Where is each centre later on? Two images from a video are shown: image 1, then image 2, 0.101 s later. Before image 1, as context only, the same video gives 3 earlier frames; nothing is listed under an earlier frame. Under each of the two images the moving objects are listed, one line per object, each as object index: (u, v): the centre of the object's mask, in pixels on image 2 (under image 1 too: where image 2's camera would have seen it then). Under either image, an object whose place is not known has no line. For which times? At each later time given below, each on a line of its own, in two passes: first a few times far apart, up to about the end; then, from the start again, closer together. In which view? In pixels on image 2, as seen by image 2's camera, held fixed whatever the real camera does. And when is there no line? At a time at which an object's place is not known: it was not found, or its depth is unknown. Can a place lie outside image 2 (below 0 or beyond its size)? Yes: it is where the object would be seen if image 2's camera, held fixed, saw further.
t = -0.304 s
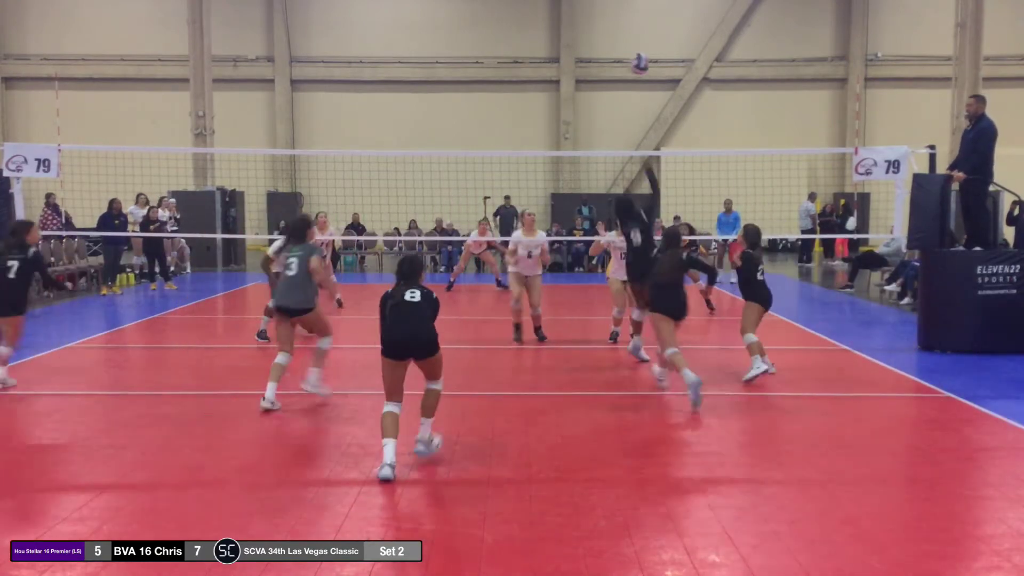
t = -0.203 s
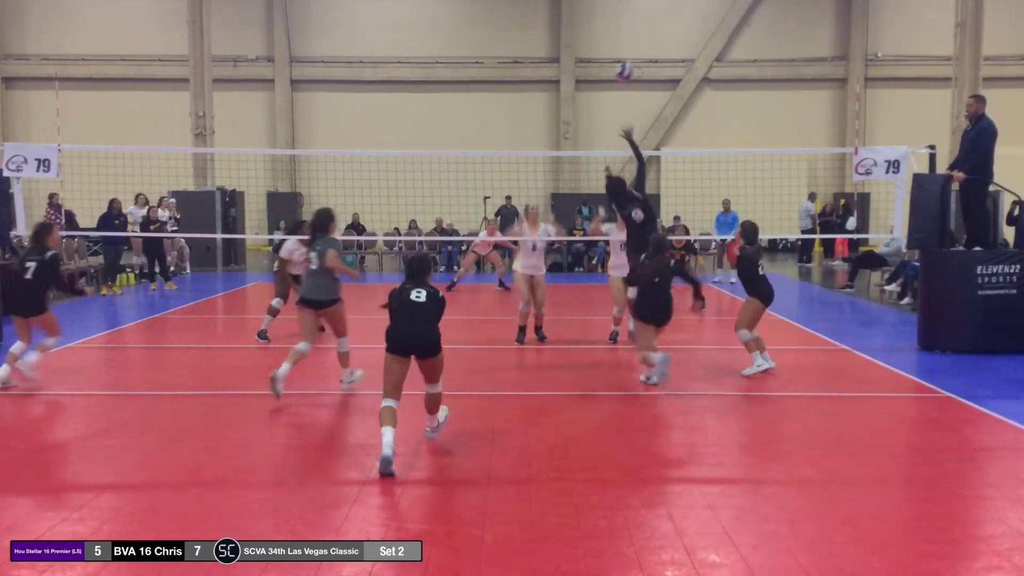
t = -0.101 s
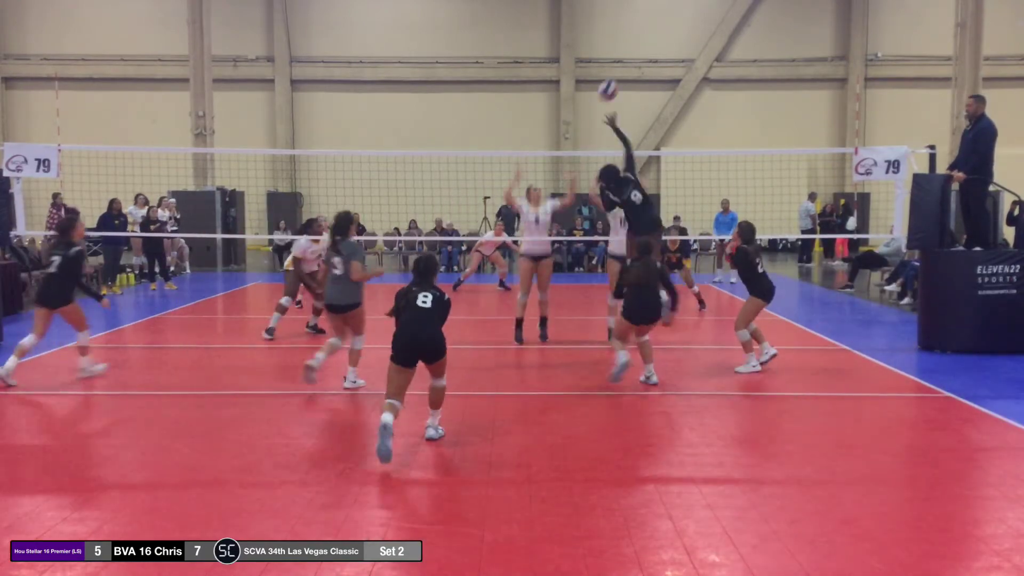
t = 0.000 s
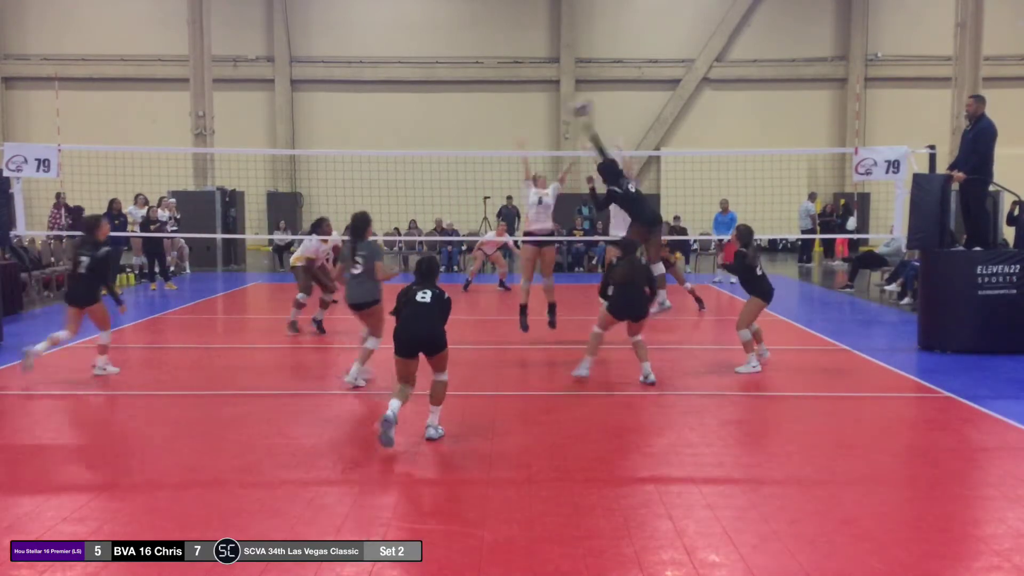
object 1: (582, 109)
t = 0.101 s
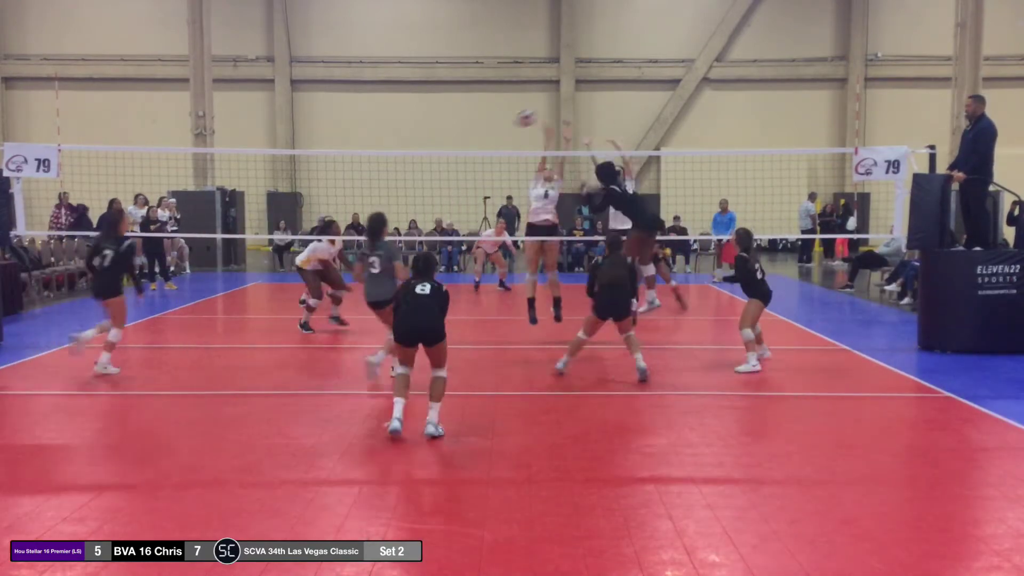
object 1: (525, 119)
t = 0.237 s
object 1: (461, 143)
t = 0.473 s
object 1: (368, 209)
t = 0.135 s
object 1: (508, 123)
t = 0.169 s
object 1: (492, 129)
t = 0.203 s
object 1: (476, 137)
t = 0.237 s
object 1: (461, 143)
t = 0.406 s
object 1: (393, 188)
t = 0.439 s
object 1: (380, 198)
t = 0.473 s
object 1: (368, 209)
